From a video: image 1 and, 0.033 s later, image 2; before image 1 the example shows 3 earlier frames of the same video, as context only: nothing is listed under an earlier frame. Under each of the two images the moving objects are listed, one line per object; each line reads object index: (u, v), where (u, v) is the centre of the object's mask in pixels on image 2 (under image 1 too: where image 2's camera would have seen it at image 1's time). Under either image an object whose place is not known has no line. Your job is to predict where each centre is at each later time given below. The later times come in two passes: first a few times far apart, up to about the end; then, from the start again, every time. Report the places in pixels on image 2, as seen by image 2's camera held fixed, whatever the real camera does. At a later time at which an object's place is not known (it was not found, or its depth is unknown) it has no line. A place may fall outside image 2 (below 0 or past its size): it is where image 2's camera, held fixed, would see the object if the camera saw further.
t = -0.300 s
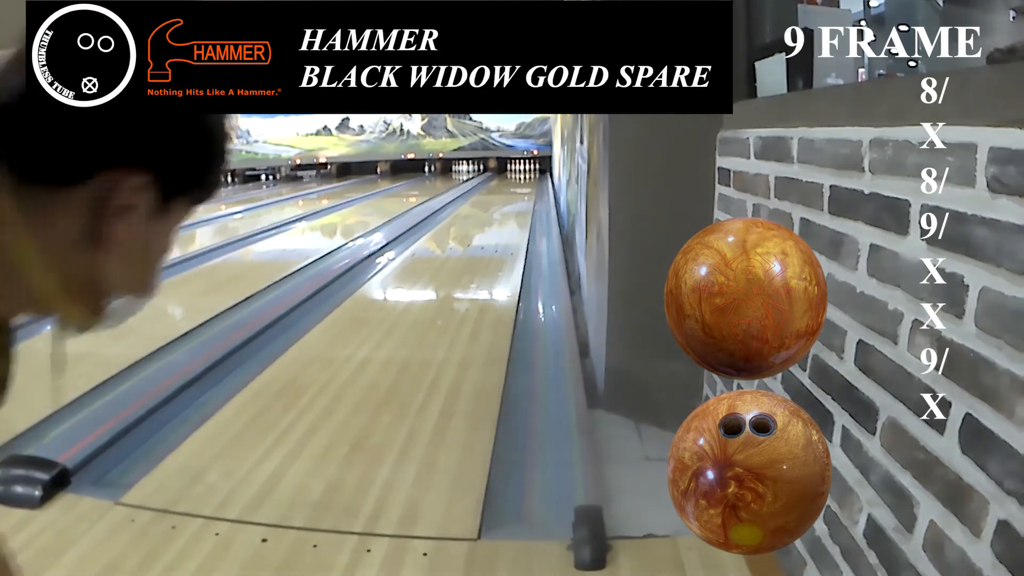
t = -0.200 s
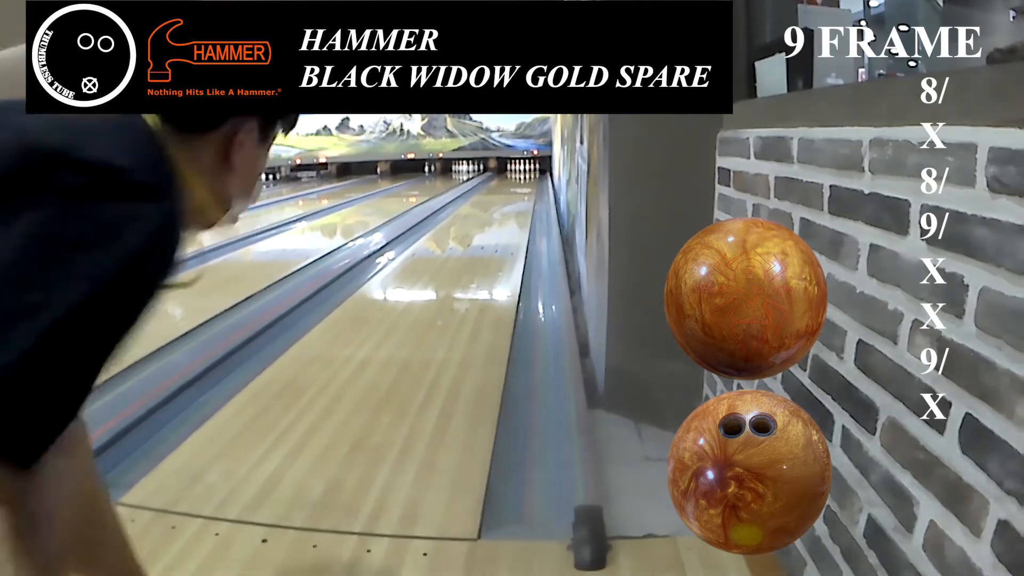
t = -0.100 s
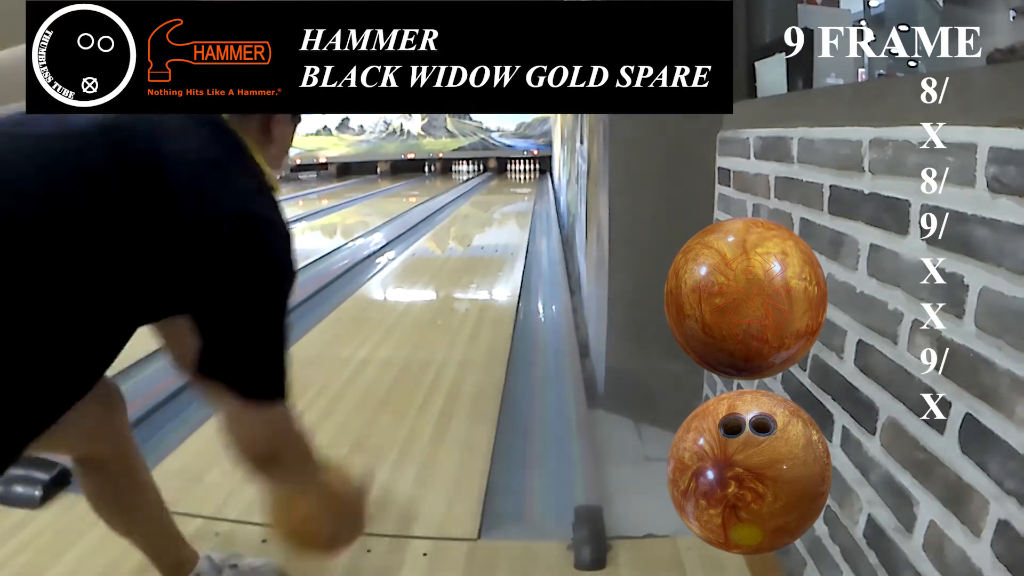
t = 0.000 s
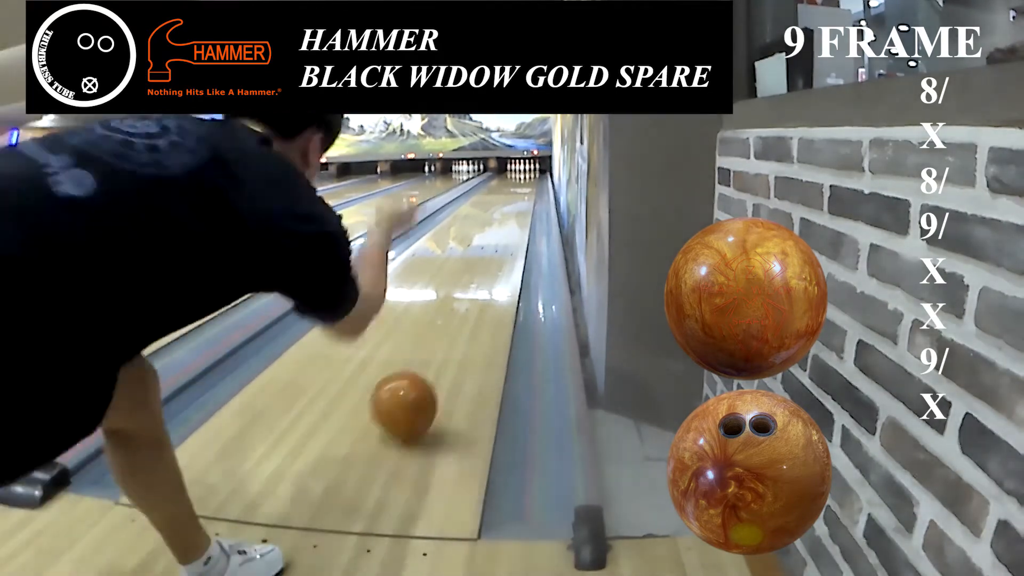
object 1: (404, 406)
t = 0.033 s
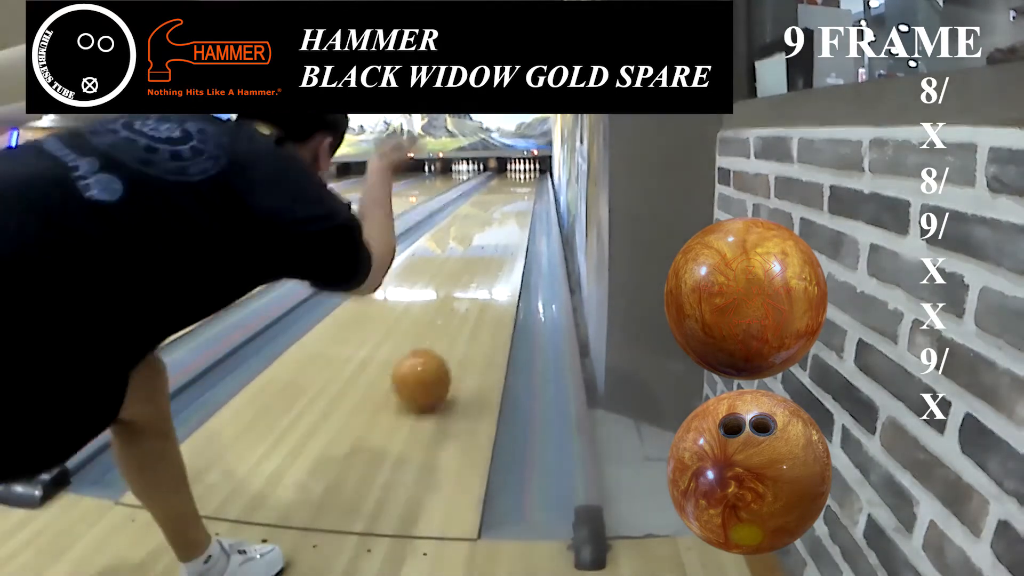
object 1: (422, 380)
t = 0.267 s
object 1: (482, 275)
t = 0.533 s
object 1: (508, 230)
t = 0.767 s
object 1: (518, 211)
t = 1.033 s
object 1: (526, 196)
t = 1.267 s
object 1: (528, 188)
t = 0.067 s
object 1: (435, 358)
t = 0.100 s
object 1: (447, 338)
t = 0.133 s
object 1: (456, 321)
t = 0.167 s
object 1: (464, 307)
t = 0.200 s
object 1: (471, 295)
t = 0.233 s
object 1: (477, 284)
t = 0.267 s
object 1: (482, 275)
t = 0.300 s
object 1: (487, 267)
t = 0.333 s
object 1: (491, 260)
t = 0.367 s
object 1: (495, 253)
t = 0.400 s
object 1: (498, 248)
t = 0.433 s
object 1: (501, 242)
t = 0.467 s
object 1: (503, 238)
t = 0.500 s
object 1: (506, 233)
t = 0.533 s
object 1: (508, 230)
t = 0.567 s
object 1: (510, 226)
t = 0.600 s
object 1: (512, 223)
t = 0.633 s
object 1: (513, 220)
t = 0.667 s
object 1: (515, 217)
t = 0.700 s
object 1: (516, 216)
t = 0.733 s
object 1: (517, 213)
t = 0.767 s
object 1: (518, 211)
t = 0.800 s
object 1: (519, 209)
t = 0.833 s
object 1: (520, 207)
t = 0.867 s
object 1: (521, 205)
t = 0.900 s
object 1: (522, 203)
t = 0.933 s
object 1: (523, 201)
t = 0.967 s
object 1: (524, 199)
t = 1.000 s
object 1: (525, 198)
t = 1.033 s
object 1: (526, 196)
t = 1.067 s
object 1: (526, 195)
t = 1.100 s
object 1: (526, 193)
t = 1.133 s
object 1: (526, 192)
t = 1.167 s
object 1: (527, 191)
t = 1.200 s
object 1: (528, 190)
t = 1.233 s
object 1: (528, 189)
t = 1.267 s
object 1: (528, 188)
